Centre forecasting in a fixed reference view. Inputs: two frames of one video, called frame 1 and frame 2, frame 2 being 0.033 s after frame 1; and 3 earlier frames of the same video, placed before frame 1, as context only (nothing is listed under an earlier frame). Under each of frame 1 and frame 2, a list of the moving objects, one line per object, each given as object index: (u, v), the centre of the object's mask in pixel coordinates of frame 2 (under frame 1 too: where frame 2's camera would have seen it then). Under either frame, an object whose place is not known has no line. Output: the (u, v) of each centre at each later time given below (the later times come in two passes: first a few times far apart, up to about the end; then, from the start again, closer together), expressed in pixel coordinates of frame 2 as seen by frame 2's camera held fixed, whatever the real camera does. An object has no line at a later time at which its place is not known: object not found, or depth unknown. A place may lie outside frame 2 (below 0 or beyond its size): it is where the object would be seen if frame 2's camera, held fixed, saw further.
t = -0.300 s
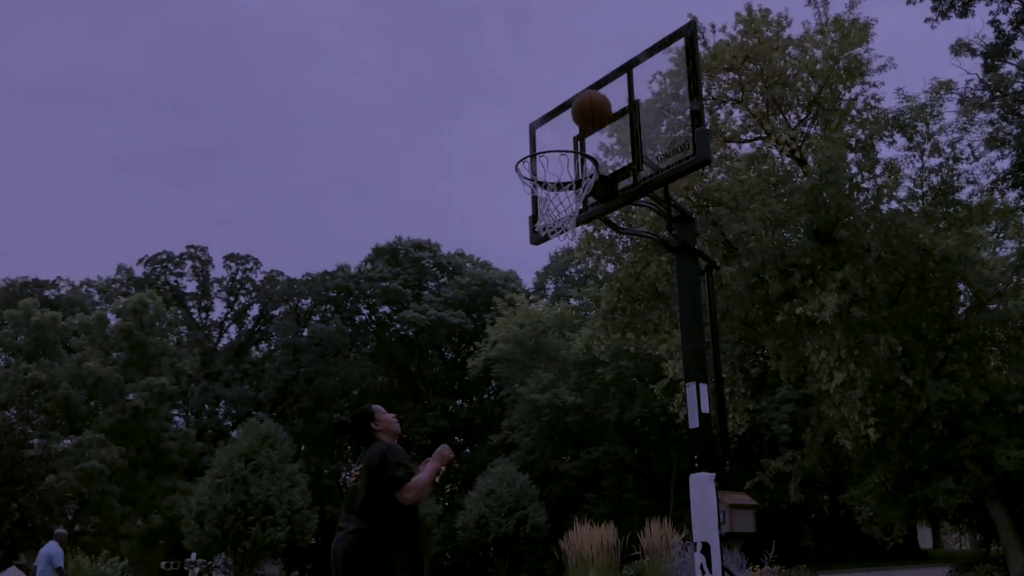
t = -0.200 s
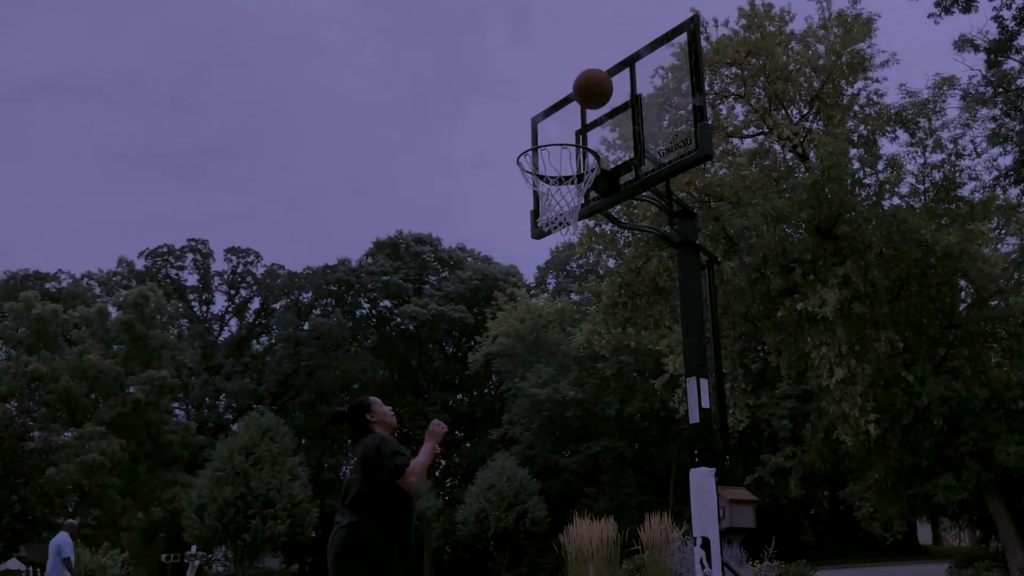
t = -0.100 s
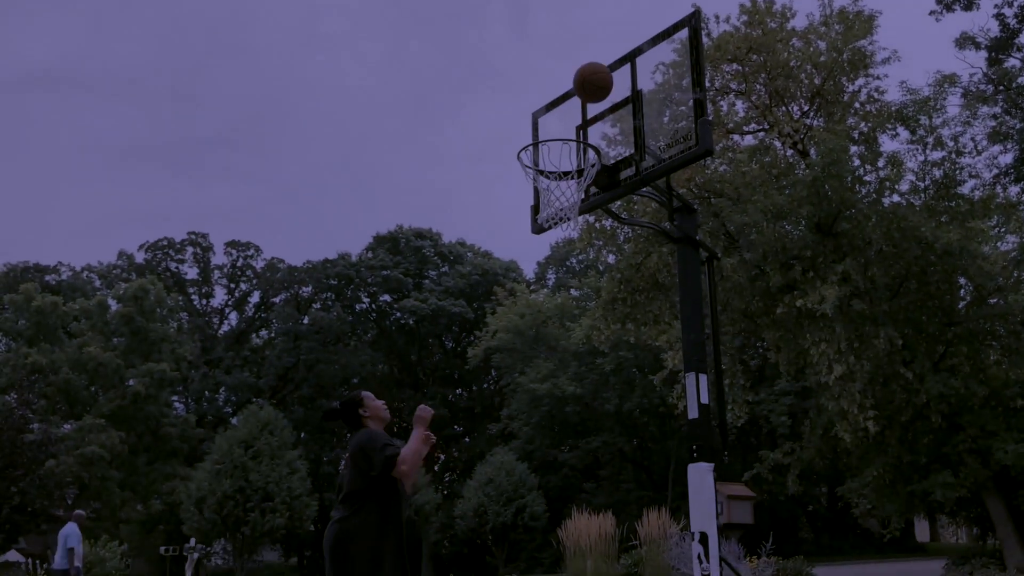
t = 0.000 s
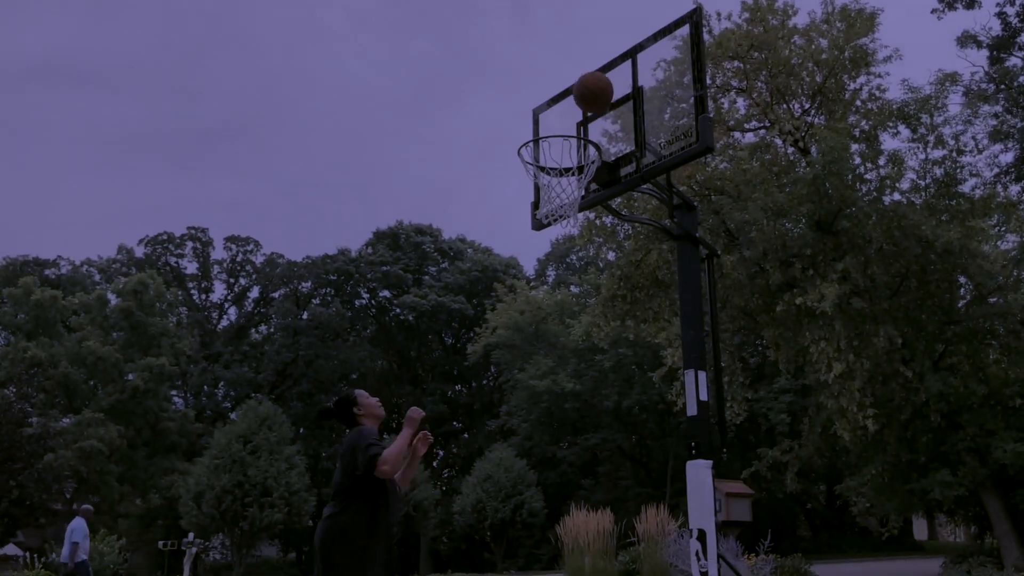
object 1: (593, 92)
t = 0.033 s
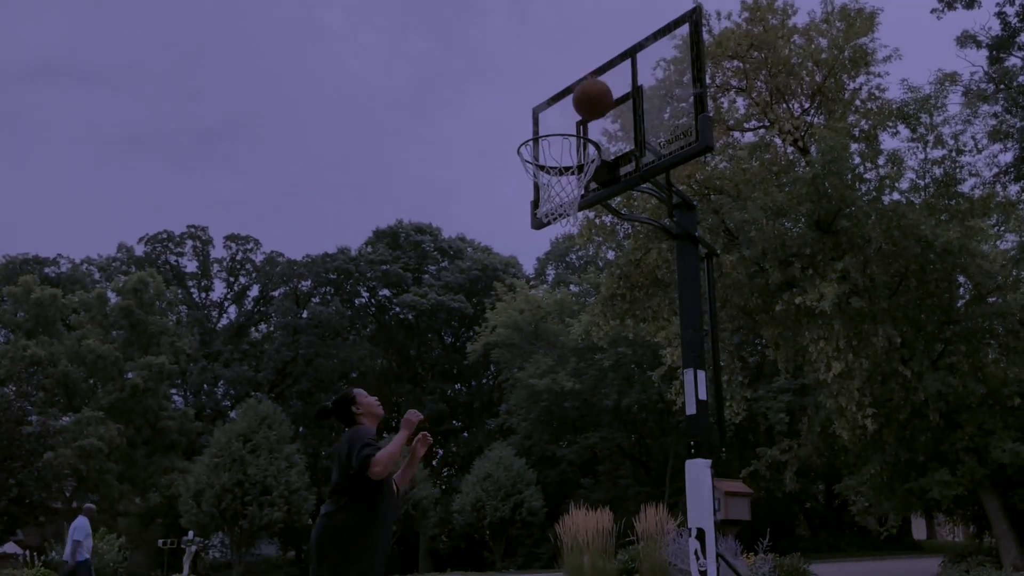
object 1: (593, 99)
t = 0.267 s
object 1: (582, 108)
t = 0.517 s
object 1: (560, 113)
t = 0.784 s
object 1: (541, 197)
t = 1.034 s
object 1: (553, 299)
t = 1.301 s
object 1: (562, 543)
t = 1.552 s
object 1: (594, 554)
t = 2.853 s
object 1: (795, 496)
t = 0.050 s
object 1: (592, 104)
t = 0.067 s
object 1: (592, 109)
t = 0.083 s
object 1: (592, 115)
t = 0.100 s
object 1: (592, 120)
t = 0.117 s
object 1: (592, 124)
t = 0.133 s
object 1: (593, 129)
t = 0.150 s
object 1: (592, 134)
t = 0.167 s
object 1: (591, 131)
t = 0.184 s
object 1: (589, 127)
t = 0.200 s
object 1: (588, 122)
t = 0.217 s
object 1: (586, 119)
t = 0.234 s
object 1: (585, 115)
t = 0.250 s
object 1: (584, 112)
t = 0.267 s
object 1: (582, 108)
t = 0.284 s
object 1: (581, 106)
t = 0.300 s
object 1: (580, 103)
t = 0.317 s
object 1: (578, 103)
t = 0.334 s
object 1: (577, 101)
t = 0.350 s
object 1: (576, 101)
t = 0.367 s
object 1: (574, 100)
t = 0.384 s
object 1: (572, 99)
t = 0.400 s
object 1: (571, 99)
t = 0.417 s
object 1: (569, 100)
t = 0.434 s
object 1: (568, 101)
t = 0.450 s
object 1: (566, 103)
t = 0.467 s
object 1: (565, 104)
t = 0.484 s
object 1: (563, 106)
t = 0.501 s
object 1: (562, 109)
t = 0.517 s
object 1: (560, 113)
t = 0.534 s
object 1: (559, 115)
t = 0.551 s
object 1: (557, 120)
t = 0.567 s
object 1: (555, 124)
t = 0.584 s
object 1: (554, 129)
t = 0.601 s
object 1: (552, 134)
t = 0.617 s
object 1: (551, 140)
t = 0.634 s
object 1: (550, 146)
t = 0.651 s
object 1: (549, 154)
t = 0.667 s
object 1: (546, 160)
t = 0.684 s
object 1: (544, 168)
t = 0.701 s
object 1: (543, 176)
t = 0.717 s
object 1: (541, 181)
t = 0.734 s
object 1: (540, 187)
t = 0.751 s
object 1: (539, 191)
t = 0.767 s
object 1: (540, 194)
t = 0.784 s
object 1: (541, 197)
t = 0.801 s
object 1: (542, 200)
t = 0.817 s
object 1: (542, 205)
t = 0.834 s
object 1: (543, 211)
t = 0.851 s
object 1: (544, 214)
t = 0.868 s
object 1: (544, 219)
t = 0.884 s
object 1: (546, 225)
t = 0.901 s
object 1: (547, 231)
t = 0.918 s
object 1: (547, 236)
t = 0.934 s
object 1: (548, 245)
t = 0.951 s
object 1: (549, 252)
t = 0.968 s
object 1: (550, 260)
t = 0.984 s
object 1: (550, 269)
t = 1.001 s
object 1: (551, 277)
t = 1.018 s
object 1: (551, 287)
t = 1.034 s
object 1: (553, 299)
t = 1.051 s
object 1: (553, 309)
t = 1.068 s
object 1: (554, 319)
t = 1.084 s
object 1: (554, 331)
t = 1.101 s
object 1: (555, 343)
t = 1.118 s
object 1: (556, 356)
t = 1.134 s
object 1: (557, 369)
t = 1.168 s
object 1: (558, 399)
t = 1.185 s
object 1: (557, 417)
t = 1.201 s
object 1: (558, 434)
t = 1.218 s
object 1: (559, 452)
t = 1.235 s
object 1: (559, 470)
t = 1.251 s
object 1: (559, 487)
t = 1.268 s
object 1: (559, 503)
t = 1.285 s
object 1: (560, 523)
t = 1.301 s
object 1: (562, 543)
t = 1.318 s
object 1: (563, 566)
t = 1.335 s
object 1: (563, 588)
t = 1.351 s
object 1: (563, 614)
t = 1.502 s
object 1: (583, 597)
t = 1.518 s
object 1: (589, 580)
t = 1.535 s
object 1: (591, 567)
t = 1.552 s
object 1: (594, 554)
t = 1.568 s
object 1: (596, 535)
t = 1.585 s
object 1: (598, 524)
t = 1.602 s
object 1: (601, 508)
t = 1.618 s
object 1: (602, 496)
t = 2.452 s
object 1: (737, 528)
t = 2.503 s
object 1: (742, 570)
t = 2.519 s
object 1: (741, 585)
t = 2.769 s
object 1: (782, 530)
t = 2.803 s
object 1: (787, 516)
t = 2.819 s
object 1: (790, 507)
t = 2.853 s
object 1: (795, 496)
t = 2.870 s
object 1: (798, 491)
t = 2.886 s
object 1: (799, 489)
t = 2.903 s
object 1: (801, 486)
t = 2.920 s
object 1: (804, 482)
